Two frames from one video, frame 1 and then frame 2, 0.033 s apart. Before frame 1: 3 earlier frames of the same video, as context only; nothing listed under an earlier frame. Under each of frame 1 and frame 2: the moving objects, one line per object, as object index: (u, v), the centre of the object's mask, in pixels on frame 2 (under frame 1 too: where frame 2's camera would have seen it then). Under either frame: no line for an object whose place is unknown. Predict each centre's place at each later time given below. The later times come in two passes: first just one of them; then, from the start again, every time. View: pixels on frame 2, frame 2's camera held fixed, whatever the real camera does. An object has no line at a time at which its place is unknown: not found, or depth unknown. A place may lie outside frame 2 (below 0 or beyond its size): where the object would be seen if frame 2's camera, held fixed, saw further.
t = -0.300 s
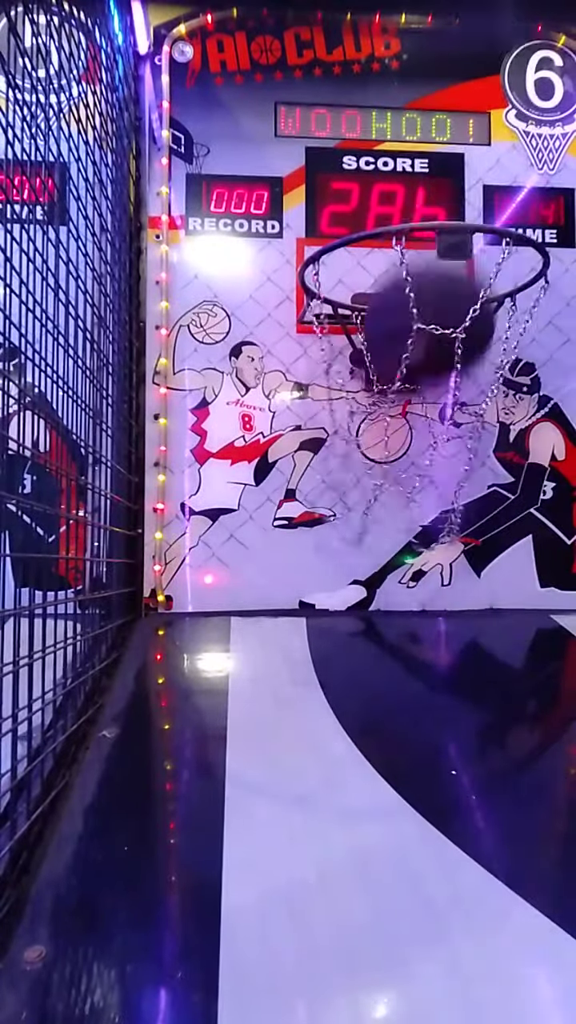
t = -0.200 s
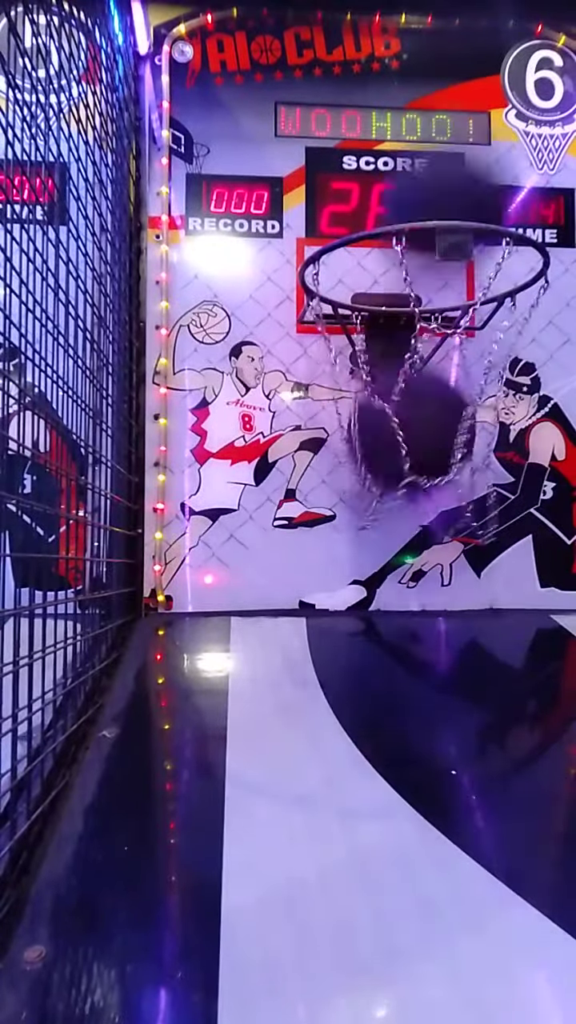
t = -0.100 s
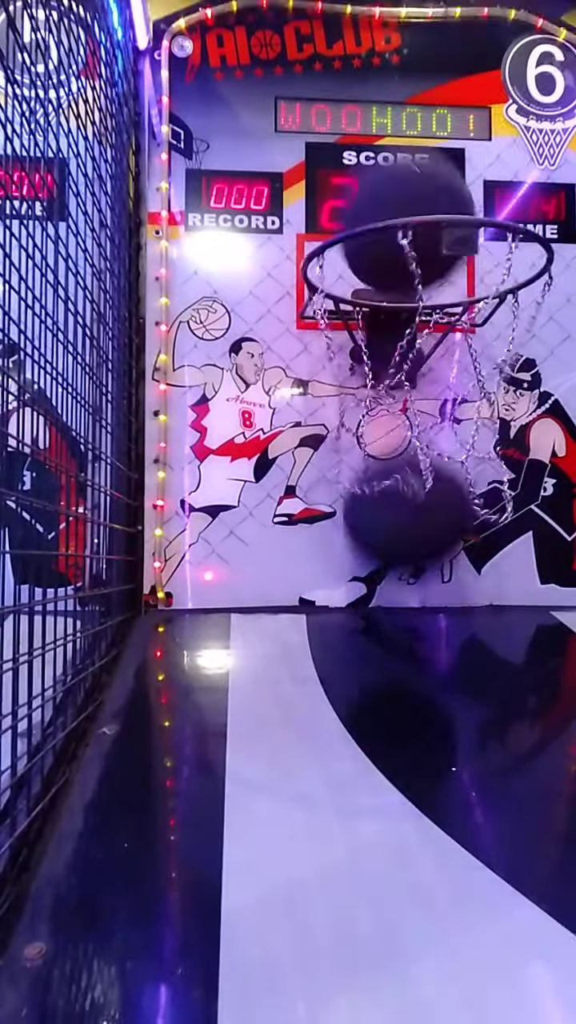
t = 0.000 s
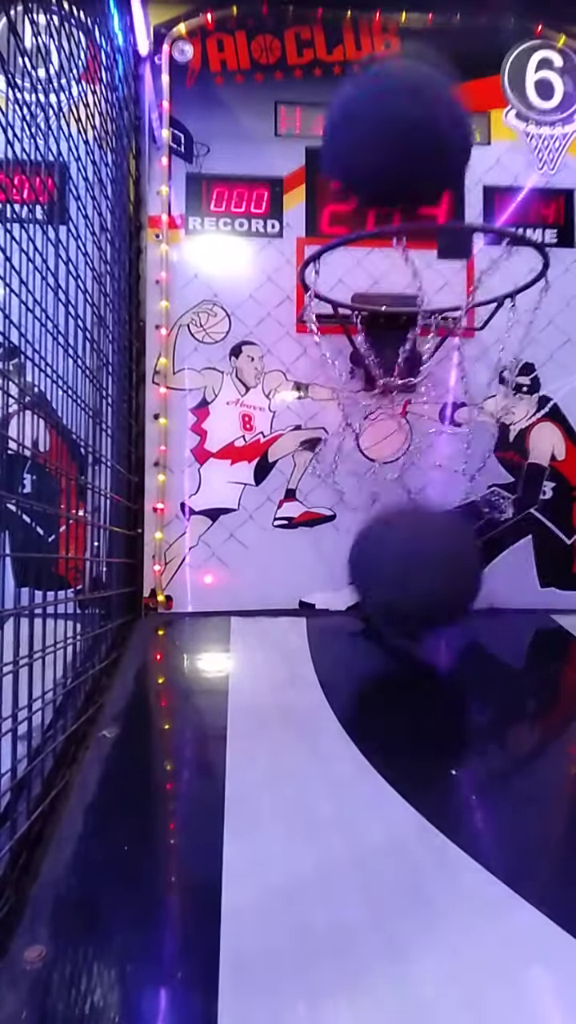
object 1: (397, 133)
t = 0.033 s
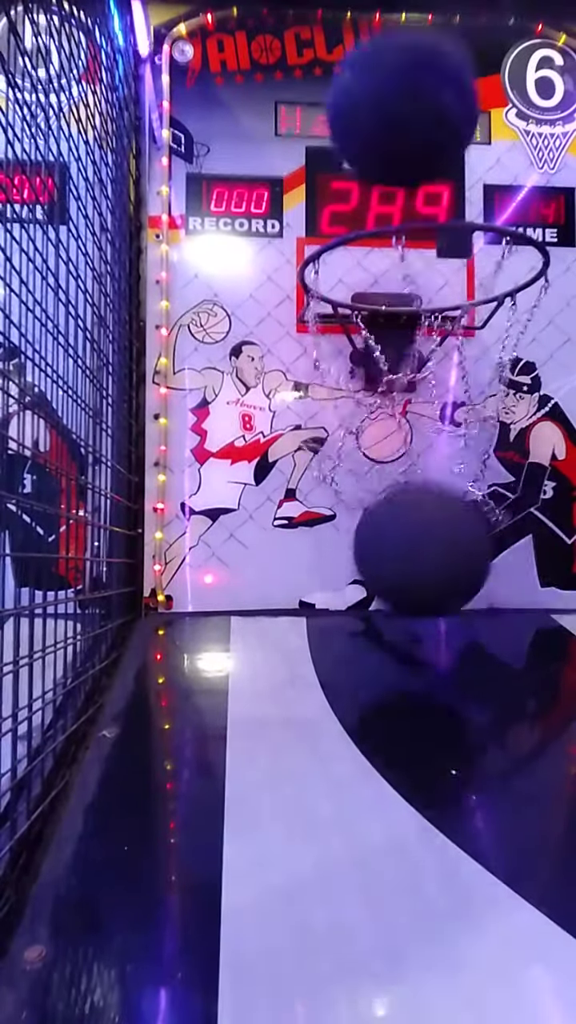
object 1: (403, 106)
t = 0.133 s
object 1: (417, 76)
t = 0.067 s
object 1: (407, 87)
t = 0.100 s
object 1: (411, 79)
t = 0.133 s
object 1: (417, 76)
